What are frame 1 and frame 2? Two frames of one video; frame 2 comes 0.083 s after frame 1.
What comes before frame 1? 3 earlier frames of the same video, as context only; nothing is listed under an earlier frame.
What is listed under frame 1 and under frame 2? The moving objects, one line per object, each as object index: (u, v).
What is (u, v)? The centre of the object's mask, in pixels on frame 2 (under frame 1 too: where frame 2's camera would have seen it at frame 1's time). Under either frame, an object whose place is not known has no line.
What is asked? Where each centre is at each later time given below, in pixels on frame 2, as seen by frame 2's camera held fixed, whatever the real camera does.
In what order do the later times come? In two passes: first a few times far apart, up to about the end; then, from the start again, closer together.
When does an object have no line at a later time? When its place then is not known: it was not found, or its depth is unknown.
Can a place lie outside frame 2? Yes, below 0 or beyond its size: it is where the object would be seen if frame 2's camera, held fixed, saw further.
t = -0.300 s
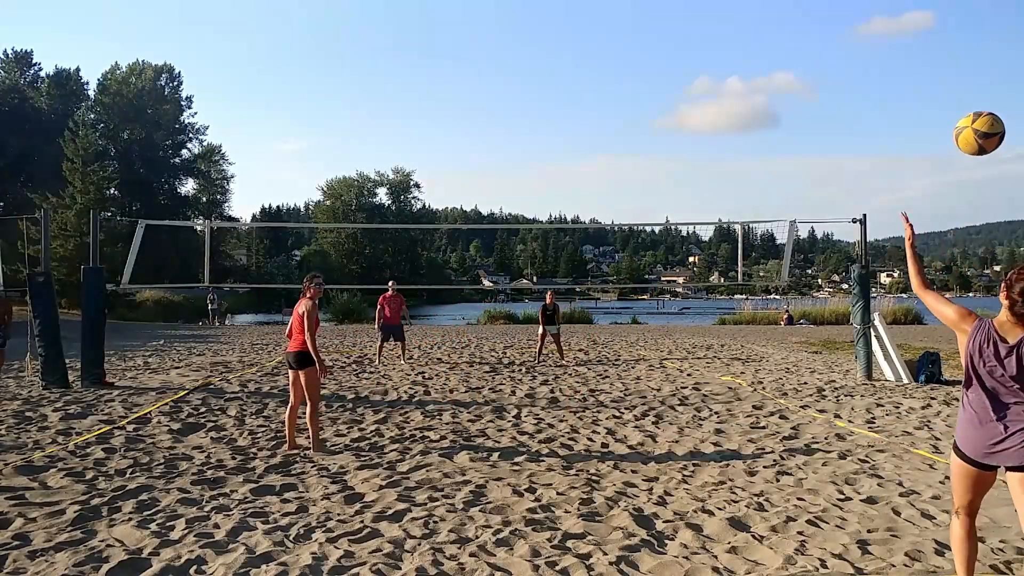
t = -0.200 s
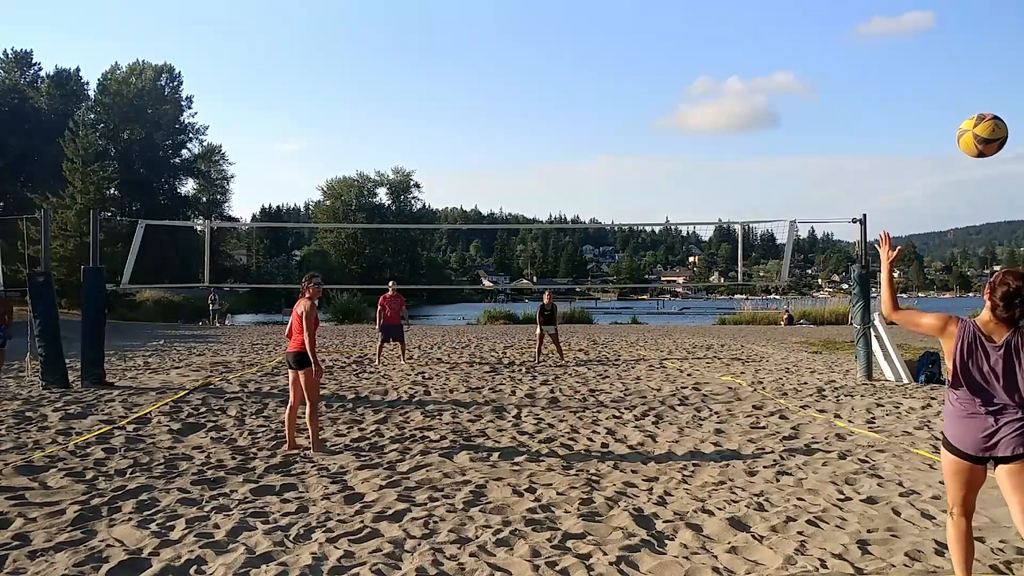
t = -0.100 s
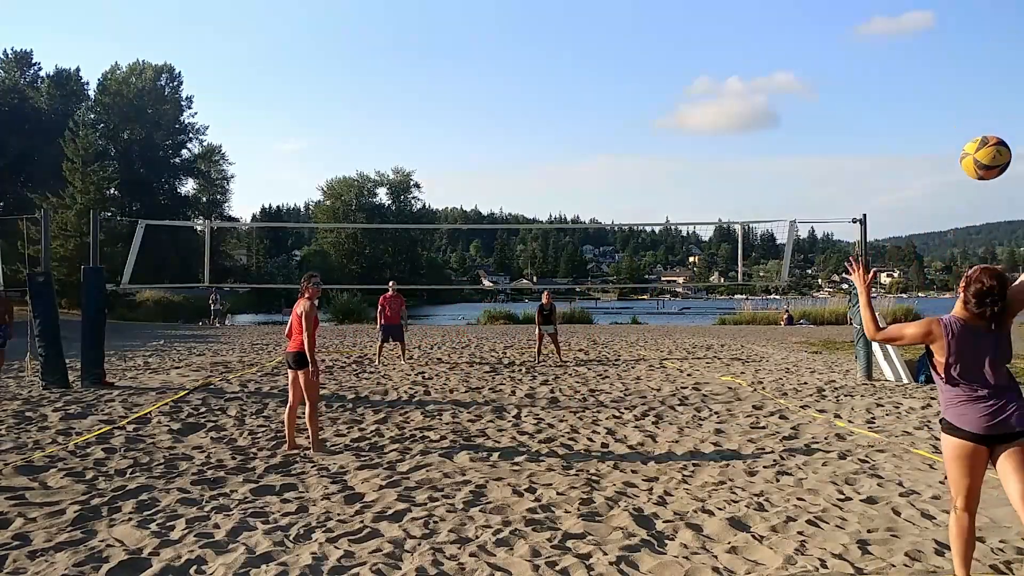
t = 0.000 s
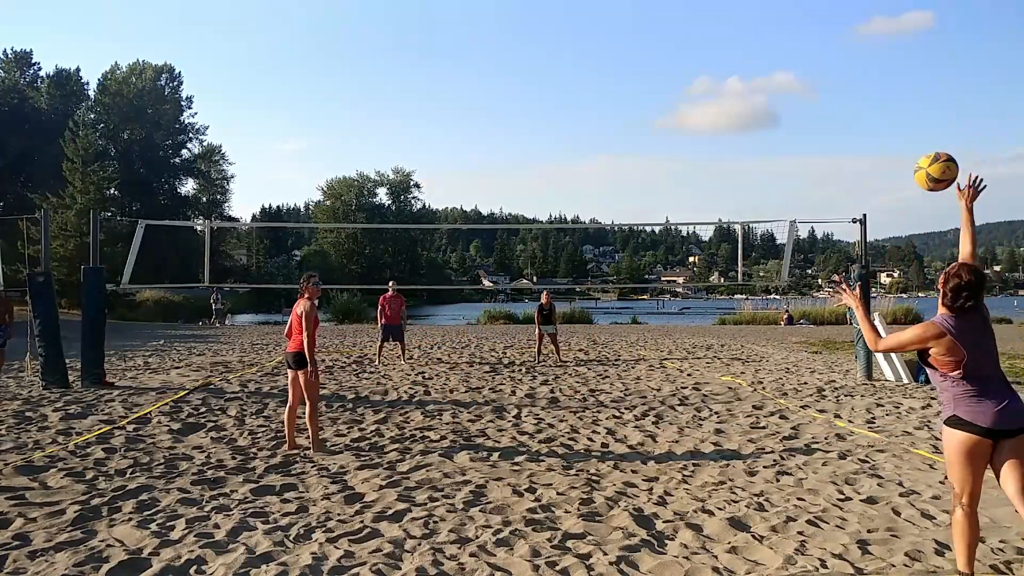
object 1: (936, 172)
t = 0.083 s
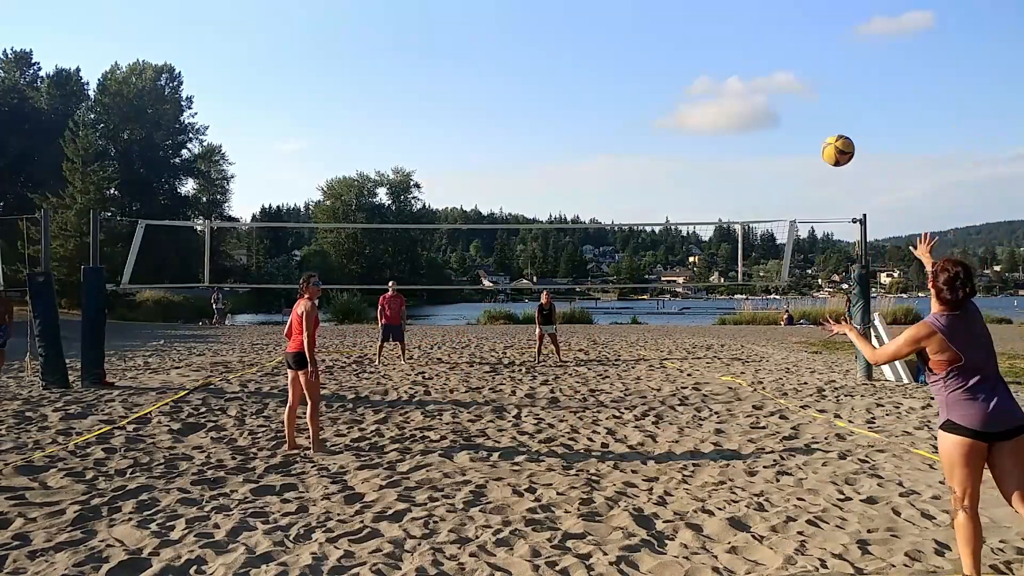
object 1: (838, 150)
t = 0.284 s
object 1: (717, 148)
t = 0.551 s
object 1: (647, 187)
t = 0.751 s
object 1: (615, 228)
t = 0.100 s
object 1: (823, 148)
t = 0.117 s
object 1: (810, 146)
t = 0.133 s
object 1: (797, 145)
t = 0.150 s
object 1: (786, 144)
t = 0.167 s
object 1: (775, 143)
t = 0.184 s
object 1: (765, 143)
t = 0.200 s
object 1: (755, 143)
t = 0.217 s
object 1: (746, 144)
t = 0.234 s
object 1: (738, 144)
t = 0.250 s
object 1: (731, 145)
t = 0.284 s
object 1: (717, 148)
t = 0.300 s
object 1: (710, 150)
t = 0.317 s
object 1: (704, 151)
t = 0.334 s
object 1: (699, 153)
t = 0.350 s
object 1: (693, 155)
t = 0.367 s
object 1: (689, 157)
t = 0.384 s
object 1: (684, 160)
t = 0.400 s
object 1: (679, 162)
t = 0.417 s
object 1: (675, 164)
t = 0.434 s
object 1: (671, 167)
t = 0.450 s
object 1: (668, 169)
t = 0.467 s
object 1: (664, 172)
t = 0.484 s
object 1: (661, 175)
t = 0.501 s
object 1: (657, 178)
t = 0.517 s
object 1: (654, 181)
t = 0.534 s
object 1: (651, 183)
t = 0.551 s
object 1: (647, 187)
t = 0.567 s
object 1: (644, 190)
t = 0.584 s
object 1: (641, 193)
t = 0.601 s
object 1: (639, 196)
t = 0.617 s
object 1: (635, 200)
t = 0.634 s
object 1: (633, 203)
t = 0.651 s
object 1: (630, 206)
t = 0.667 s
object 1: (628, 210)
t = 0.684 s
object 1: (625, 214)
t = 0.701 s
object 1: (623, 217)
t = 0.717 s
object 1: (621, 220)
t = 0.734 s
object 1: (618, 224)
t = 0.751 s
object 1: (615, 228)
